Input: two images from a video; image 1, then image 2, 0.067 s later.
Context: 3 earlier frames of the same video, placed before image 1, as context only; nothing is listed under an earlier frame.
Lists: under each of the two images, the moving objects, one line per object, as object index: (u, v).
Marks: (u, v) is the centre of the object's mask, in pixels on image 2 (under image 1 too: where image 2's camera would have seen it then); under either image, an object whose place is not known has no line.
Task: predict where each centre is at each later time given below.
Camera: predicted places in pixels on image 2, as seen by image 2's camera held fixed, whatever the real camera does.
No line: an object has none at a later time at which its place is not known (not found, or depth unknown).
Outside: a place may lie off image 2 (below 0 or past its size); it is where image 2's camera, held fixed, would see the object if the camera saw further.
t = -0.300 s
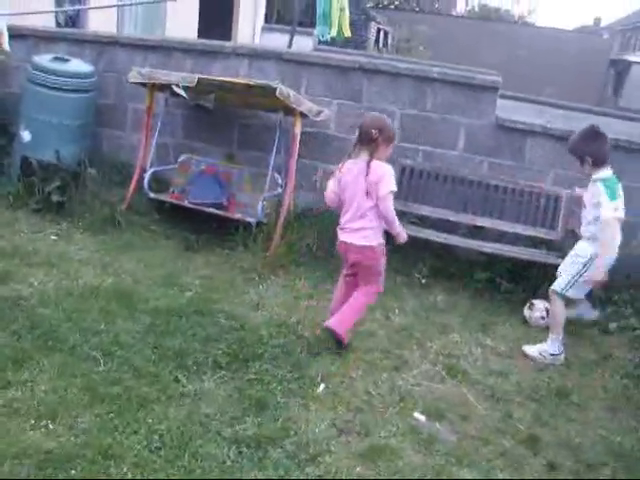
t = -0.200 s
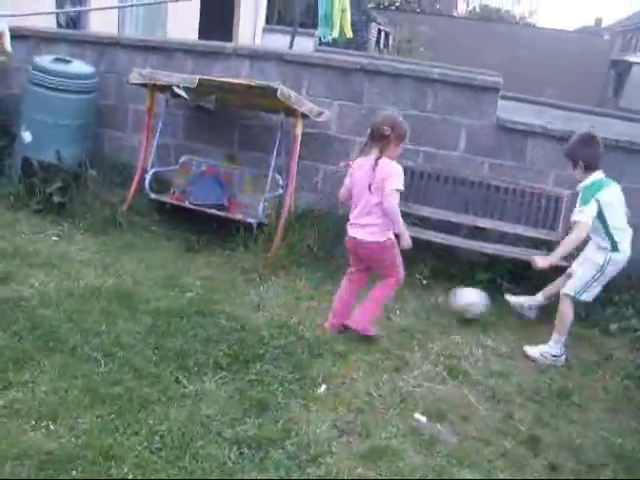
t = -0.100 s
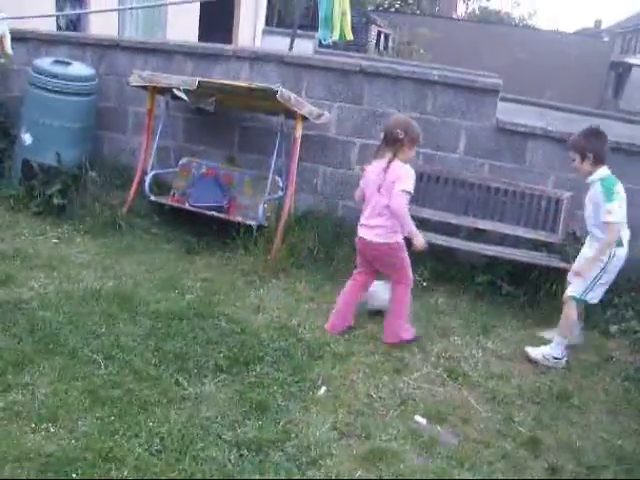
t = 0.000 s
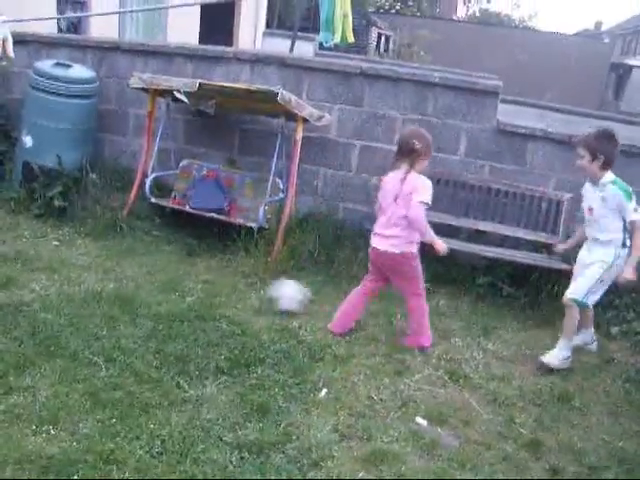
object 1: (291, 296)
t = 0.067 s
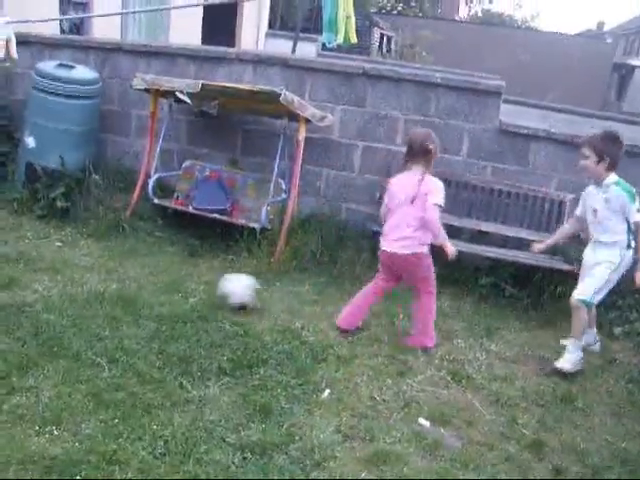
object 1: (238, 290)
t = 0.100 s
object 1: (212, 288)
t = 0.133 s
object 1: (186, 288)
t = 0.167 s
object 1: (161, 287)
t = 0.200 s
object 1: (139, 280)
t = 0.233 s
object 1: (116, 273)
